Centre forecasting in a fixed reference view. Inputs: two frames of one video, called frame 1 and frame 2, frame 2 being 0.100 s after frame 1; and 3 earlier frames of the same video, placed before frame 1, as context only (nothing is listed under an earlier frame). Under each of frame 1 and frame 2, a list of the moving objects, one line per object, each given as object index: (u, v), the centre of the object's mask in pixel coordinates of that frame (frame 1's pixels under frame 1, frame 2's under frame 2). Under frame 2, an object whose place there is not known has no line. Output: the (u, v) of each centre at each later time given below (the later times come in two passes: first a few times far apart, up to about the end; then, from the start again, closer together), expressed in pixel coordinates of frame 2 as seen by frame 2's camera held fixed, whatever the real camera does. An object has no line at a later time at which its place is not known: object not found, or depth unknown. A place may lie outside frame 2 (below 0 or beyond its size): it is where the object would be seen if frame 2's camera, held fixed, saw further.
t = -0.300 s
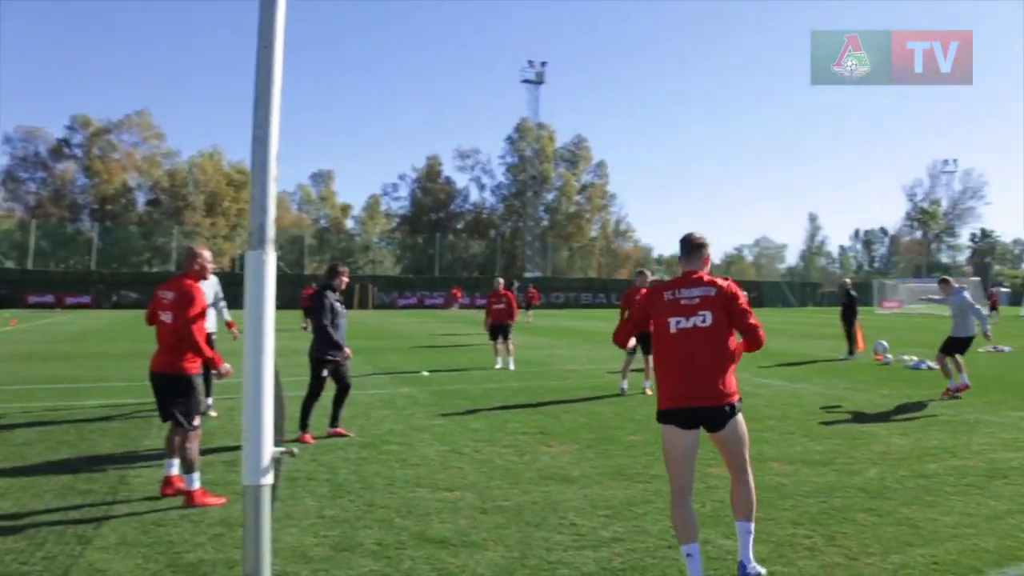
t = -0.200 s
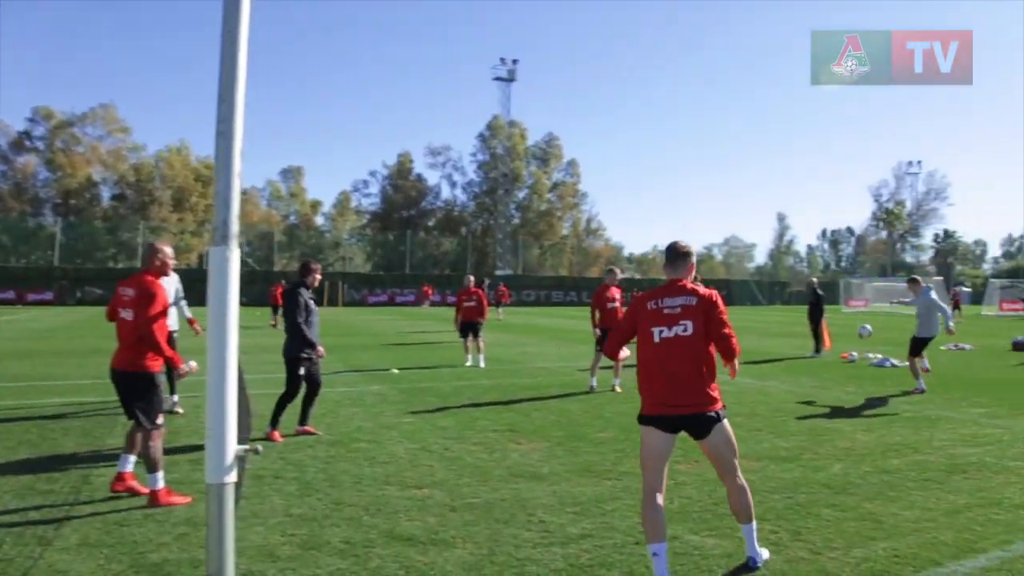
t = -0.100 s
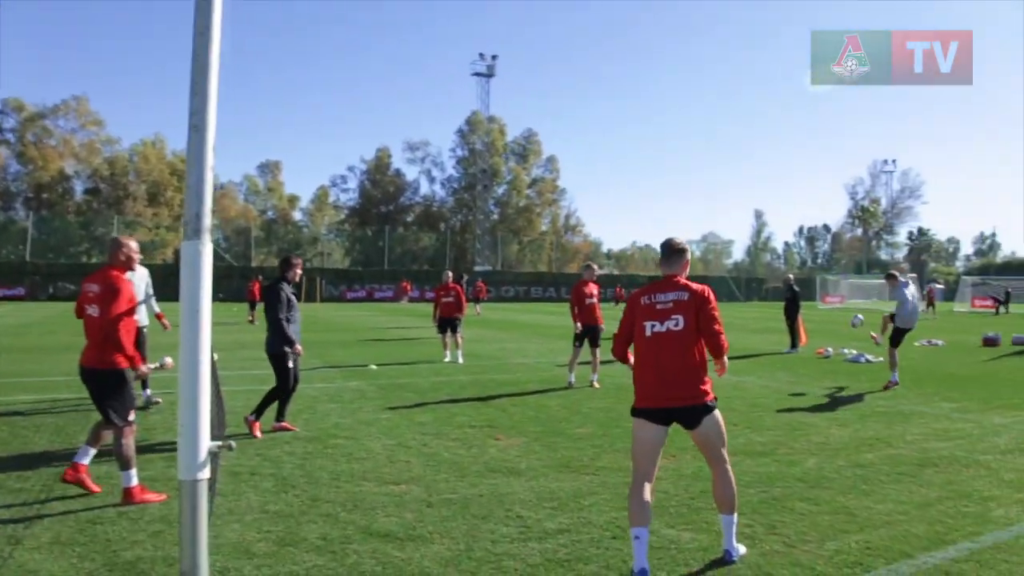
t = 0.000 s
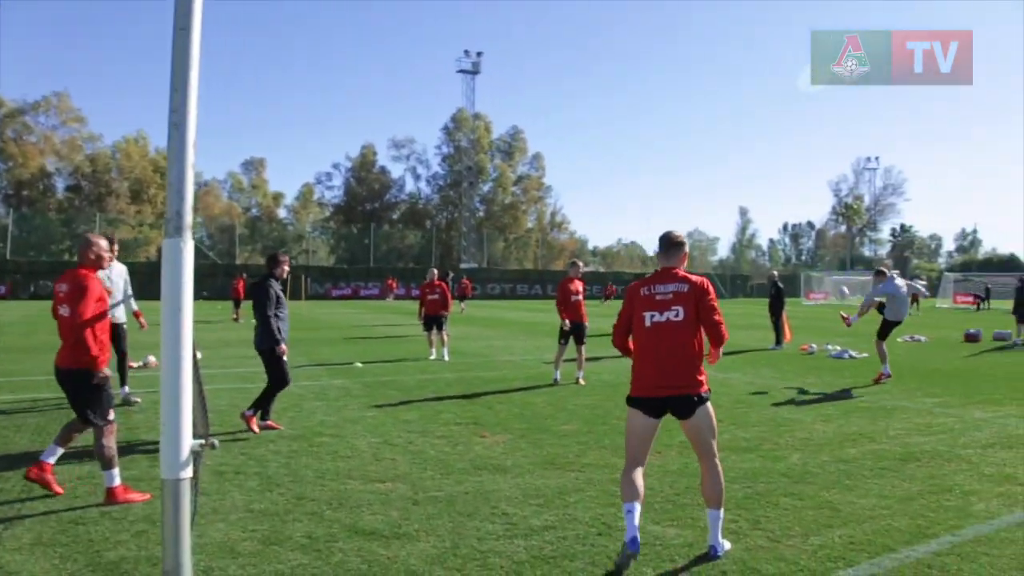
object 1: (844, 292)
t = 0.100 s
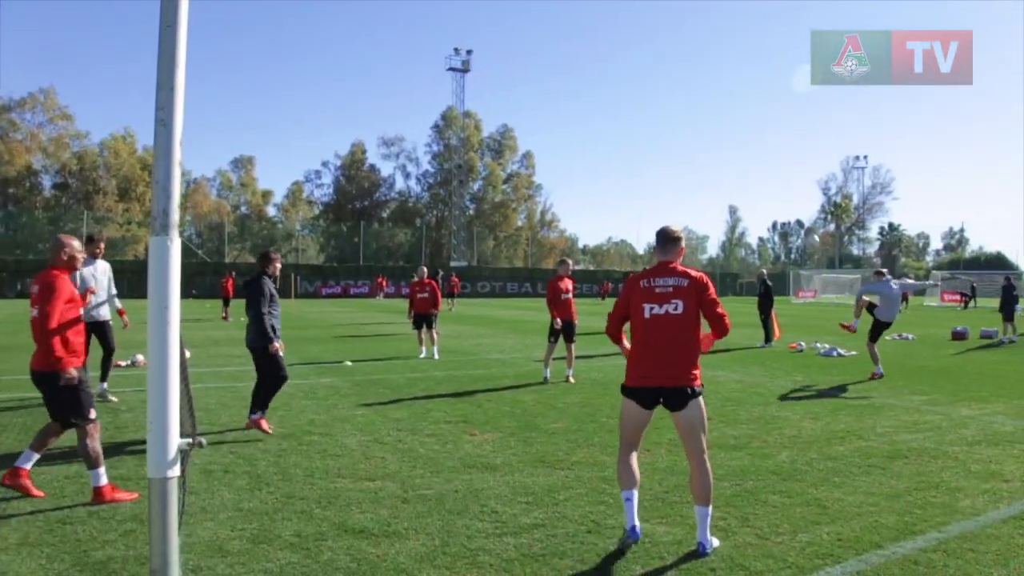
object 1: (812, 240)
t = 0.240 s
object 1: (785, 182)
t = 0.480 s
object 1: (741, 107)
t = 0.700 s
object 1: (705, 70)
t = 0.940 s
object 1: (668, 64)
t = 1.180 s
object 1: (634, 90)
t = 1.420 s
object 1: (600, 148)
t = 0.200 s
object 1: (793, 197)
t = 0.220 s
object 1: (789, 189)
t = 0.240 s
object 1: (785, 182)
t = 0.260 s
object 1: (782, 174)
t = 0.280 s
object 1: (778, 167)
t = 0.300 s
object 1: (774, 160)
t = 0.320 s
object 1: (770, 153)
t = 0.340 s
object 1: (767, 146)
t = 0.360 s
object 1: (763, 140)
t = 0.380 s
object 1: (760, 134)
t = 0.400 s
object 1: (756, 128)
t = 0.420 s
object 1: (752, 122)
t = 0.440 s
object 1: (749, 117)
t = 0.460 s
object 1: (745, 112)
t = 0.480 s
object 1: (741, 107)
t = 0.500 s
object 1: (738, 103)
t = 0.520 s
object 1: (734, 98)
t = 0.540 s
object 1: (731, 94)
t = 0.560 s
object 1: (728, 90)
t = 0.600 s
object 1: (720, 83)
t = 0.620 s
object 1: (717, 80)
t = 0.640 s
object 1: (714, 77)
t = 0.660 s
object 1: (711, 75)
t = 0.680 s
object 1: (708, 72)
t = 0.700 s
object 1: (705, 70)
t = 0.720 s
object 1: (701, 69)
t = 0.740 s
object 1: (698, 67)
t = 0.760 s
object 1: (695, 65)
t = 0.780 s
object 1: (692, 64)
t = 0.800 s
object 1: (689, 63)
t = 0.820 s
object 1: (686, 63)
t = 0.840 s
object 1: (683, 63)
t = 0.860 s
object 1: (680, 62)
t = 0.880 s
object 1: (676, 63)
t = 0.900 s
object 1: (673, 63)
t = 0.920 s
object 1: (671, 63)
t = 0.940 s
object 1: (668, 64)
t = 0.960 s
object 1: (665, 65)
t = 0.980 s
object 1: (662, 66)
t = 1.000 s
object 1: (660, 67)
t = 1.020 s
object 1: (657, 69)
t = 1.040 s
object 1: (654, 71)
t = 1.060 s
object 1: (651, 73)
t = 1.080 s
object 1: (648, 75)
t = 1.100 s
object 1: (645, 78)
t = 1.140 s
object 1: (640, 84)
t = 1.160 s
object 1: (637, 87)
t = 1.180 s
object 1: (634, 90)
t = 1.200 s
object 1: (631, 94)
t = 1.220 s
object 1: (628, 98)
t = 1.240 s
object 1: (625, 101)
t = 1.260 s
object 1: (622, 106)
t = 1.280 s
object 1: (620, 111)
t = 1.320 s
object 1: (614, 120)
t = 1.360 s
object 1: (608, 130)
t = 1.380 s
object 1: (605, 136)
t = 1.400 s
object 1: (602, 142)
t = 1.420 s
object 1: (600, 148)
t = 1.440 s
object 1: (597, 154)
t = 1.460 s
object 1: (594, 161)
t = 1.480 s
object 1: (591, 167)
